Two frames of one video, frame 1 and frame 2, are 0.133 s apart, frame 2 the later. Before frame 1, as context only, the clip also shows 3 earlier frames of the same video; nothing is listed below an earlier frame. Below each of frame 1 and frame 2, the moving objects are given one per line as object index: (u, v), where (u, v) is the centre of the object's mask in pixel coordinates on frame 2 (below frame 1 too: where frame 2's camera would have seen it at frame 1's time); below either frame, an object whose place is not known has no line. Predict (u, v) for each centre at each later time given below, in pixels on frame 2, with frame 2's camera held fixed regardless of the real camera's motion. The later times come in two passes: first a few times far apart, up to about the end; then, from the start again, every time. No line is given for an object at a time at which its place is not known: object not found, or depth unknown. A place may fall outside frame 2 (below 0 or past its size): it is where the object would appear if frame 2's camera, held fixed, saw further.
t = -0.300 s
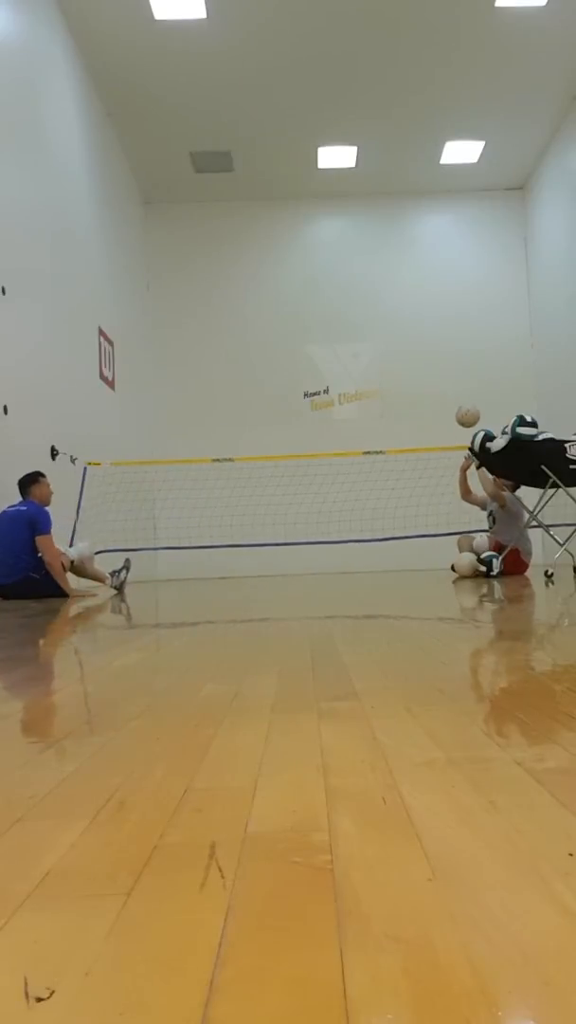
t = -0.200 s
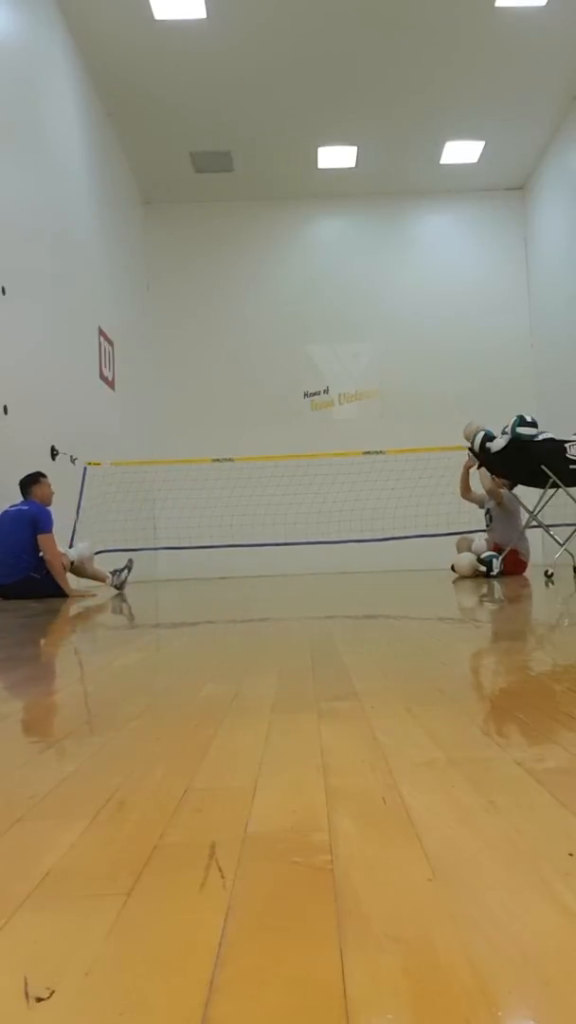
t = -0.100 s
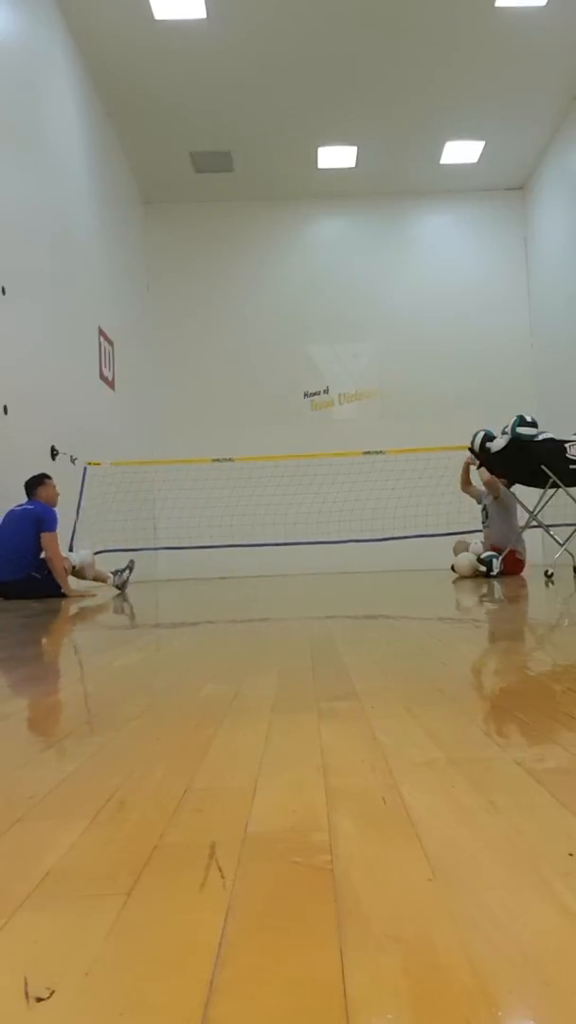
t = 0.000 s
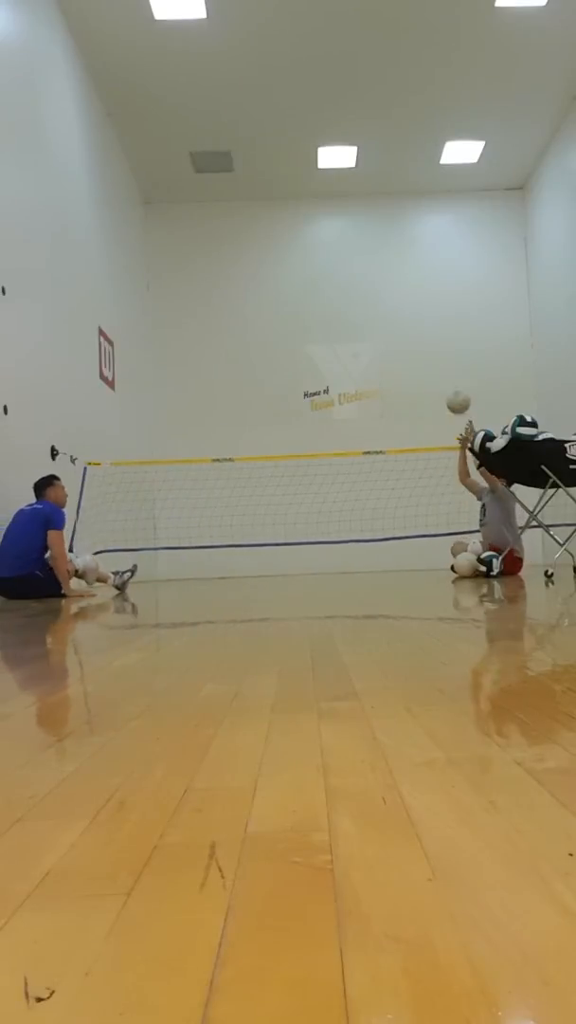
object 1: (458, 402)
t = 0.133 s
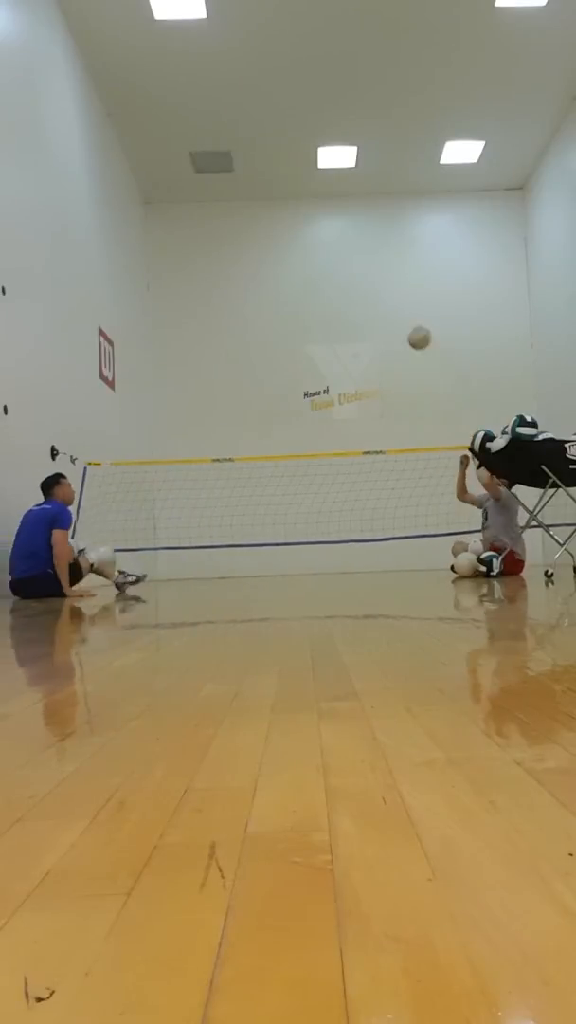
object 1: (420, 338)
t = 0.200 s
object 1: (400, 313)
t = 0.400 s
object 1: (346, 267)
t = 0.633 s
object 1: (285, 268)
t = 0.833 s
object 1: (235, 315)
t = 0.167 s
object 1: (410, 325)
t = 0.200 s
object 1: (400, 313)
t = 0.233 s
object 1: (391, 302)
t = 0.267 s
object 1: (382, 293)
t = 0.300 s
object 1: (373, 285)
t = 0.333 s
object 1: (363, 277)
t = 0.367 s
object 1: (355, 271)
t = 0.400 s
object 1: (346, 267)
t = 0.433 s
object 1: (337, 263)
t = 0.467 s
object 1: (328, 261)
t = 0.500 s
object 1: (319, 260)
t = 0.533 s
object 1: (311, 260)
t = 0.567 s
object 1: (302, 262)
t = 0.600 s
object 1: (293, 264)
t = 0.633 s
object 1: (285, 268)
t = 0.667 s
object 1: (276, 273)
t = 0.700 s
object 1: (268, 279)
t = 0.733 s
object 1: (259, 287)
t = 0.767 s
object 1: (251, 295)
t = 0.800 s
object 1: (243, 304)
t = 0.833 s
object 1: (235, 315)
